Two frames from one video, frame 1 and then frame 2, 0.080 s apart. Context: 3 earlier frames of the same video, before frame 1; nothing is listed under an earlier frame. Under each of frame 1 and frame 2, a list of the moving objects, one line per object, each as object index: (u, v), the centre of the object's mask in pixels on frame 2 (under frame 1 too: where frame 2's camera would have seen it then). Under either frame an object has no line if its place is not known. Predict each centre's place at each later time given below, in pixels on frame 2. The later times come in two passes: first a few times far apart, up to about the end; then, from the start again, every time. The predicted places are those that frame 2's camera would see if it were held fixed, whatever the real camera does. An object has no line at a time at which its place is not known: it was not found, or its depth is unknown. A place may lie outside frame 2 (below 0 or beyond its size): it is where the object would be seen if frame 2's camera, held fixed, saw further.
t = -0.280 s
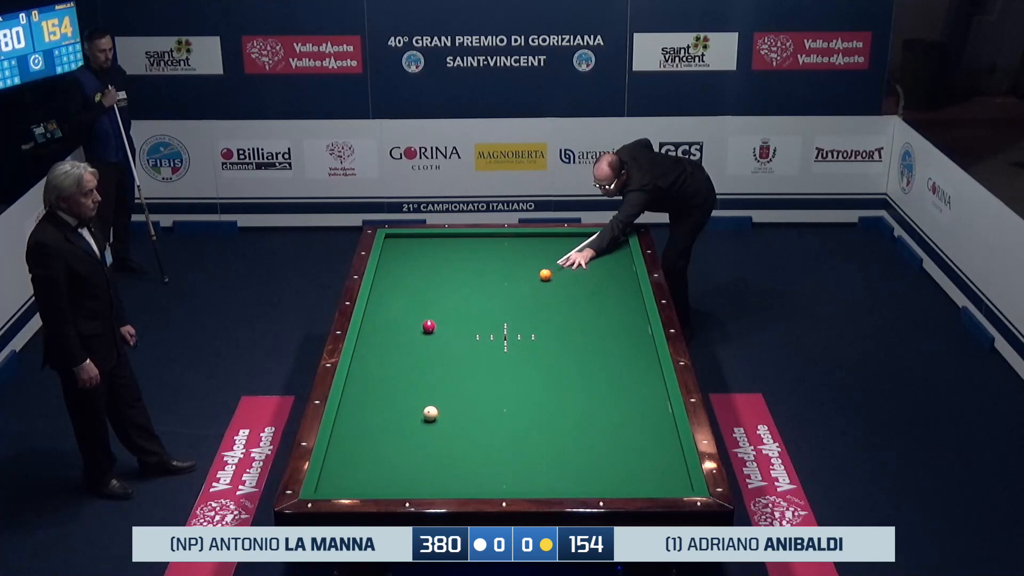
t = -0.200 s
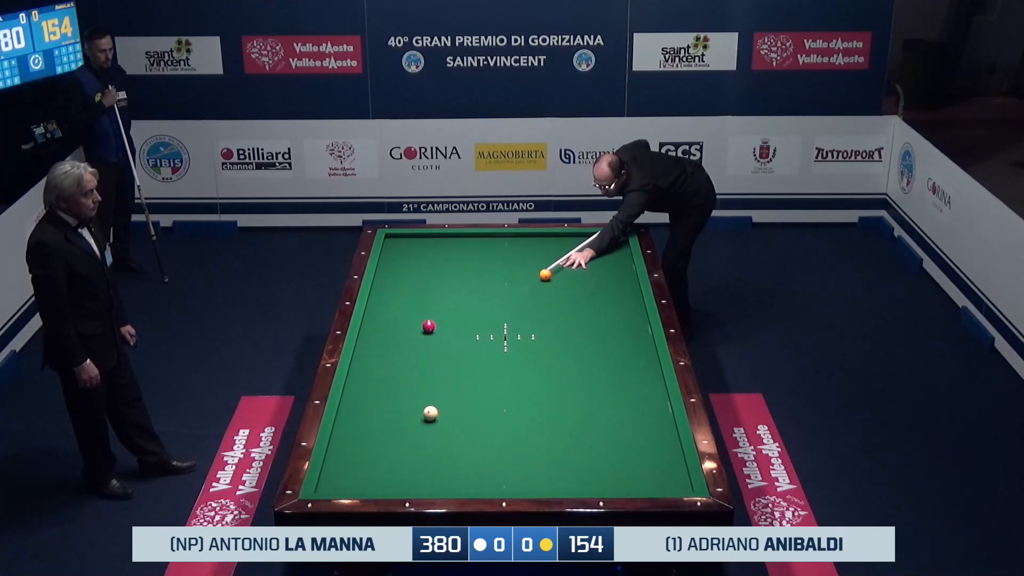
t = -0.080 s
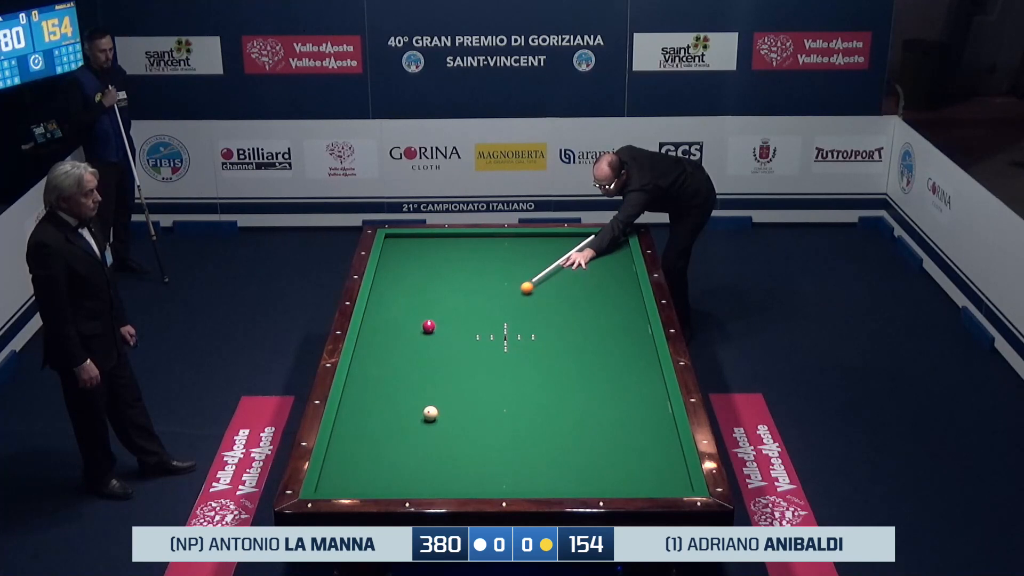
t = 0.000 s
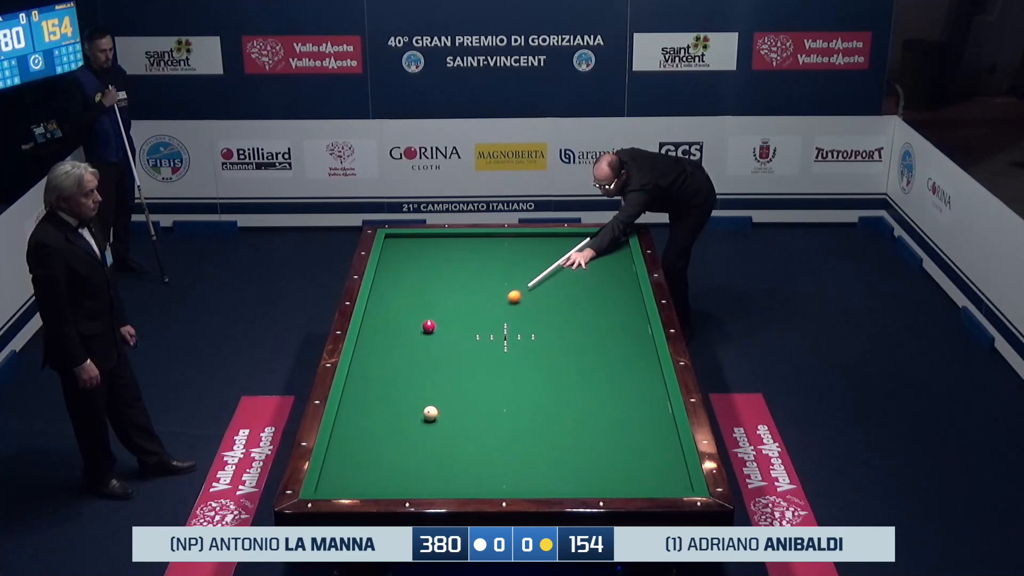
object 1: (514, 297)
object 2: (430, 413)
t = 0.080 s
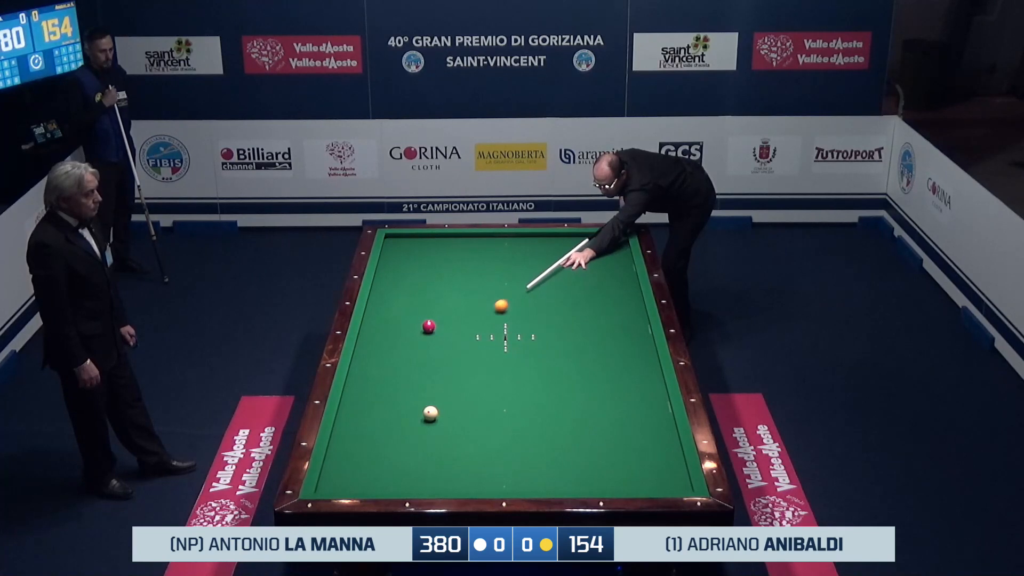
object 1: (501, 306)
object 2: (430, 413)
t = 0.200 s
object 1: (480, 321)
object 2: (430, 413)
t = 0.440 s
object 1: (436, 351)
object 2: (430, 413)
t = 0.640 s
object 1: (396, 380)
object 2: (430, 413)
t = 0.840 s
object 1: (352, 410)
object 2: (430, 413)
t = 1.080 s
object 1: (361, 445)
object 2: (430, 413)
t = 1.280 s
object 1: (374, 474)
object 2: (430, 413)
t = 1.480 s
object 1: (387, 481)
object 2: (430, 413)
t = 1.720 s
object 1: (400, 459)
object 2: (430, 413)
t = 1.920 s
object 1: (411, 443)
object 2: (430, 413)
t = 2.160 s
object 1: (422, 426)
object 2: (431, 413)
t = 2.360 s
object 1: (425, 419)
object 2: (436, 407)
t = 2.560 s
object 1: (426, 417)
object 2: (442, 399)
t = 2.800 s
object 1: (427, 413)
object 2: (449, 390)
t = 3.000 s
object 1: (428, 411)
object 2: (454, 383)
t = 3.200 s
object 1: (429, 408)
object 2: (460, 377)
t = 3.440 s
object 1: (430, 406)
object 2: (466, 369)
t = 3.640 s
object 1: (431, 404)
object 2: (471, 363)
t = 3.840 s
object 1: (432, 402)
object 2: (476, 357)
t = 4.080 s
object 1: (432, 401)
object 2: (481, 351)
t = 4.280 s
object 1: (433, 399)
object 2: (485, 346)
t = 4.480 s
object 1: (434, 398)
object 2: (489, 341)
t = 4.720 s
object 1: (434, 397)
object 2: (494, 336)
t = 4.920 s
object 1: (434, 396)
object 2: (497, 332)
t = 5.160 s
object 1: (434, 396)
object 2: (501, 327)
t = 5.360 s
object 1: (435, 396)
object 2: (504, 323)
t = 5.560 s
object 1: (434, 396)
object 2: (507, 319)
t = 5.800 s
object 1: (434, 396)
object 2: (511, 315)
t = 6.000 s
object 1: (434, 396)
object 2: (514, 312)
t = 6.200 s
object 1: (434, 396)
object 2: (516, 308)
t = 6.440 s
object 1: (434, 396)
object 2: (519, 305)
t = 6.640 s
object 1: (434, 396)
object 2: (521, 302)
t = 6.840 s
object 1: (435, 396)
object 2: (523, 300)
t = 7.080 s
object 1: (435, 396)
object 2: (526, 296)
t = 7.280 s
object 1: (434, 396)
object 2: (528, 294)
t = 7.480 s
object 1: (435, 396)
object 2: (530, 292)
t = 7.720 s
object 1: (435, 396)
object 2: (531, 289)
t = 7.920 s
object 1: (435, 396)
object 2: (533, 287)
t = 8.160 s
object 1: (435, 396)
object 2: (535, 285)
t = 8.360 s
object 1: (435, 396)
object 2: (536, 284)
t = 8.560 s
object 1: (434, 396)
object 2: (537, 282)
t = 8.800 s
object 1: (435, 396)
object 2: (538, 281)
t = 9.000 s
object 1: (435, 395)
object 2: (539, 279)
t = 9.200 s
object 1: (435, 395)
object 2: (540, 278)
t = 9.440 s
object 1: (435, 395)
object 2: (540, 277)
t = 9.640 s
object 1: (435, 396)
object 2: (541, 276)
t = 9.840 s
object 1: (435, 396)
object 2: (541, 276)
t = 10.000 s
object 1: (435, 396)
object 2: (542, 275)
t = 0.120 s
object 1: (494, 311)
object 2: (430, 413)
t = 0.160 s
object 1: (488, 316)
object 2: (430, 413)
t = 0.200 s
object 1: (480, 321)
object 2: (430, 413)
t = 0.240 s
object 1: (473, 326)
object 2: (430, 413)
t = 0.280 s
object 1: (466, 331)
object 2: (430, 413)
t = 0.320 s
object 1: (459, 336)
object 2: (430, 413)
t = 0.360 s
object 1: (452, 341)
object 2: (430, 413)
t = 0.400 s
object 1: (444, 346)
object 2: (430, 413)
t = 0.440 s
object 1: (436, 351)
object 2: (430, 413)
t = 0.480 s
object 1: (429, 357)
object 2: (430, 413)
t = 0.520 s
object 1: (421, 363)
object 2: (430, 413)
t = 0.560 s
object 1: (413, 368)
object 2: (430, 413)
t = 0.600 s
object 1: (404, 374)
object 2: (430, 413)
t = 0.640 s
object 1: (396, 380)
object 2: (430, 413)
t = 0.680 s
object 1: (387, 386)
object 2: (430, 413)
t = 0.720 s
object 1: (379, 391)
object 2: (430, 413)
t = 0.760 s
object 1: (370, 398)
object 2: (430, 413)
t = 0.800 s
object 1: (361, 404)
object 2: (430, 413)
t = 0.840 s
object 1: (352, 410)
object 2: (430, 413)
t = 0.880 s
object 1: (343, 417)
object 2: (430, 413)
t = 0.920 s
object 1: (346, 423)
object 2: (430, 413)
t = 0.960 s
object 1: (351, 428)
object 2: (430, 413)
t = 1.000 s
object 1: (355, 433)
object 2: (430, 413)
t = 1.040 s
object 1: (358, 439)
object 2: (430, 413)
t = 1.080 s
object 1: (361, 445)
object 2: (430, 413)
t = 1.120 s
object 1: (364, 450)
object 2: (430, 413)
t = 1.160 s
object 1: (366, 456)
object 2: (430, 413)
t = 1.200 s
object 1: (369, 462)
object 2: (430, 413)
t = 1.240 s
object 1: (371, 468)
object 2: (430, 413)
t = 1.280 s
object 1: (374, 474)
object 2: (430, 413)
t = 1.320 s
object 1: (377, 480)
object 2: (430, 413)
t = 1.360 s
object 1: (380, 484)
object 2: (430, 413)
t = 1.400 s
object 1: (383, 487)
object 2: (430, 413)
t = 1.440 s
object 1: (385, 484)
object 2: (430, 413)
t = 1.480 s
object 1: (387, 481)
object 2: (430, 413)
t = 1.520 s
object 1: (389, 476)
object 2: (430, 413)
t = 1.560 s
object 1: (392, 472)
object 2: (430, 413)
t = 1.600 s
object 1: (394, 469)
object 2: (430, 413)
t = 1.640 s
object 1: (396, 465)
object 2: (430, 413)
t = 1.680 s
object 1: (398, 462)
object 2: (430, 413)
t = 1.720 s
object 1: (400, 459)
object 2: (430, 413)
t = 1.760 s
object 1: (402, 455)
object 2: (430, 413)
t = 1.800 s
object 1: (404, 452)
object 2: (430, 413)
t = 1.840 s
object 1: (406, 449)
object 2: (430, 413)
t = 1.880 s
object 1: (409, 446)
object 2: (430, 413)
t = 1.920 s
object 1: (411, 443)
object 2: (430, 413)
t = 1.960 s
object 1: (412, 440)
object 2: (430, 413)
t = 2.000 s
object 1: (414, 437)
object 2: (430, 413)
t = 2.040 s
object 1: (416, 434)
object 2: (430, 413)
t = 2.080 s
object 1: (418, 431)
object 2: (430, 413)
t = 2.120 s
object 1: (420, 429)
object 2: (430, 413)
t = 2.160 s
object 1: (422, 426)
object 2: (431, 413)
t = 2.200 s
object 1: (424, 423)
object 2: (431, 412)
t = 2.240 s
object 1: (425, 421)
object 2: (432, 411)
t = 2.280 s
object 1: (425, 421)
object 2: (433, 410)
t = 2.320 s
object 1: (425, 420)
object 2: (435, 408)
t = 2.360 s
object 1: (425, 419)
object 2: (436, 407)
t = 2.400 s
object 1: (426, 419)
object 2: (437, 405)
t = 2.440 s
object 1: (426, 418)
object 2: (438, 404)
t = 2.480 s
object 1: (426, 418)
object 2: (439, 402)
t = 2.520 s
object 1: (426, 417)
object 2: (441, 401)
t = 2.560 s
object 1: (426, 417)
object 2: (442, 399)
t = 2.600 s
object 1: (427, 416)
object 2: (443, 398)
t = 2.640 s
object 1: (427, 415)
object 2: (444, 396)
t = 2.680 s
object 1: (427, 415)
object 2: (445, 395)
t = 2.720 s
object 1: (427, 414)
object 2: (447, 393)
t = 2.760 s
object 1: (427, 414)
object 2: (448, 392)
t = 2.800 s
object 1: (427, 413)
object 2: (449, 390)
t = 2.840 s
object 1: (428, 413)
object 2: (450, 389)
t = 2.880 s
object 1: (428, 412)
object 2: (451, 387)
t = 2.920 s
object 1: (428, 412)
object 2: (452, 386)
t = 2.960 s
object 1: (428, 411)
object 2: (453, 384)
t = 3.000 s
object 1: (428, 411)
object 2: (454, 383)
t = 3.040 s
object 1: (428, 410)
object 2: (456, 382)
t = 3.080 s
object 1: (429, 410)
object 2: (457, 381)
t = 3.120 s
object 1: (429, 409)
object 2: (458, 379)
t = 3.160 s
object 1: (429, 409)
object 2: (459, 378)
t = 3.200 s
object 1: (429, 408)
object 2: (460, 377)
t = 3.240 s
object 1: (429, 408)
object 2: (461, 375)
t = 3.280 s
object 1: (429, 407)
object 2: (462, 374)
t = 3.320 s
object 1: (430, 407)
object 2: (463, 373)
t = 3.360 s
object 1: (430, 407)
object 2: (464, 372)
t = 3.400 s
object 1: (430, 406)
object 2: (465, 370)
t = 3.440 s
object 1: (430, 406)
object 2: (466, 369)
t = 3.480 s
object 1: (430, 405)
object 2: (467, 368)
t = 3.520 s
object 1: (431, 405)
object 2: (468, 367)
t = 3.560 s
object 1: (431, 405)
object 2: (469, 366)
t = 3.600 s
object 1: (431, 404)
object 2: (470, 364)
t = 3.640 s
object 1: (431, 404)
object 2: (471, 363)
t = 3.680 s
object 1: (431, 404)
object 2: (472, 362)
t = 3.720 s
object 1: (431, 403)
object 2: (473, 361)
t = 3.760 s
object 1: (431, 403)
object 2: (474, 360)
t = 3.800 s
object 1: (431, 403)
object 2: (475, 359)
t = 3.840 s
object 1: (432, 402)
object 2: (476, 357)
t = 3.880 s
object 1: (432, 402)
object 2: (477, 356)
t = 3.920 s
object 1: (432, 402)
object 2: (477, 355)
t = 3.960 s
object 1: (432, 401)
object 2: (478, 354)
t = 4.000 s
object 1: (432, 401)
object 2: (479, 353)
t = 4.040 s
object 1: (432, 401)
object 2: (480, 352)
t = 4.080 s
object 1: (432, 401)
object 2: (481, 351)
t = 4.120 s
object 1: (433, 400)
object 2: (482, 350)
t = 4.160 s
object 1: (433, 400)
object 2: (483, 349)
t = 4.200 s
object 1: (433, 400)
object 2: (483, 348)
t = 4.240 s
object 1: (433, 400)
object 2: (484, 347)
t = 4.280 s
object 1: (433, 399)
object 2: (485, 346)
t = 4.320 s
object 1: (433, 399)
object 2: (486, 345)
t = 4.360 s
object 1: (433, 399)
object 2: (486, 344)
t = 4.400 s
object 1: (433, 399)
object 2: (487, 343)
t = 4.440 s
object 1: (433, 399)
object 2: (488, 342)
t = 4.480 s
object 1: (434, 398)
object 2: (489, 341)
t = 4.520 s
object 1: (434, 398)
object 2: (490, 340)
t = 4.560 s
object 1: (434, 398)
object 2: (491, 339)
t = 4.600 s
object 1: (434, 398)
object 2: (491, 338)
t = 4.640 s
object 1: (434, 398)
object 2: (492, 338)
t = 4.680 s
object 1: (434, 397)
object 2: (493, 337)
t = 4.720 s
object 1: (434, 397)
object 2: (494, 336)
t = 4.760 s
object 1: (434, 397)
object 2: (494, 335)
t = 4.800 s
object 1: (434, 397)
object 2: (495, 334)
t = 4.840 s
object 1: (434, 397)
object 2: (496, 333)
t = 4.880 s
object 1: (434, 397)
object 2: (496, 332)
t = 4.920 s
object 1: (434, 396)
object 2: (497, 332)
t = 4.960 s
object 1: (434, 397)
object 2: (497, 330)
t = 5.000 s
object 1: (434, 396)
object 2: (498, 330)
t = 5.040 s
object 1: (434, 396)
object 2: (499, 329)
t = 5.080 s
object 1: (434, 396)
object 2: (500, 328)
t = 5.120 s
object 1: (434, 396)
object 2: (500, 327)
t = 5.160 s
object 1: (434, 396)
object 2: (501, 327)
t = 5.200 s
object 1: (435, 396)
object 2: (502, 326)
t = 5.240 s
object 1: (435, 396)
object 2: (502, 325)
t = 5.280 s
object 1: (435, 396)
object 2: (503, 324)
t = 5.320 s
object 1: (435, 396)
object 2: (504, 323)
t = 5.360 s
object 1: (435, 396)
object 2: (504, 323)
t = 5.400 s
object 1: (434, 396)
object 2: (505, 322)
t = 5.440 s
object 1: (434, 396)
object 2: (506, 321)
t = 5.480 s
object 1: (435, 396)
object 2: (506, 320)
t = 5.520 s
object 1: (434, 396)
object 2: (507, 320)
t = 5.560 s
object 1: (434, 396)
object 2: (507, 319)
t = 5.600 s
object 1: (434, 396)
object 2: (508, 318)
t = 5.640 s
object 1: (435, 396)
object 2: (509, 318)
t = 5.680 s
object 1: (434, 396)
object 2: (509, 317)
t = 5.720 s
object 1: (434, 396)
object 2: (510, 316)
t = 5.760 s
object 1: (434, 396)
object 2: (510, 315)
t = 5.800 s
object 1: (434, 396)
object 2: (511, 315)
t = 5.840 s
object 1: (434, 396)
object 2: (511, 314)
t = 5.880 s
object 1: (434, 396)
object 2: (512, 314)
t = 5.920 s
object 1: (434, 396)
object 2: (512, 313)
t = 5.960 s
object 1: (434, 396)
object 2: (513, 312)
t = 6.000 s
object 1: (434, 396)
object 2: (514, 312)
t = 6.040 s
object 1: (434, 396)
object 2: (514, 311)
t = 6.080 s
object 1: (435, 396)
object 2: (515, 310)
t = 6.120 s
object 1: (434, 396)
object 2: (515, 310)
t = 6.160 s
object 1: (435, 396)
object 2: (516, 309)
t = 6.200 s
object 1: (434, 396)
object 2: (516, 308)
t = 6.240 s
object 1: (435, 396)
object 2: (517, 308)
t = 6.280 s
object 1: (434, 396)
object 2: (517, 307)
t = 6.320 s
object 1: (434, 396)
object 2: (518, 307)
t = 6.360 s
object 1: (434, 396)
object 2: (518, 306)
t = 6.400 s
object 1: (434, 396)
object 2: (518, 306)
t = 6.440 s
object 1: (434, 396)
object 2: (519, 305)
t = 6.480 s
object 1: (434, 396)
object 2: (519, 304)
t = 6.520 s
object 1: (435, 396)
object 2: (520, 304)
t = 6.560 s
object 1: (435, 396)
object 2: (520, 303)
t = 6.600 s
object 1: (434, 396)
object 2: (521, 303)
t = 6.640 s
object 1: (434, 396)
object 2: (521, 302)
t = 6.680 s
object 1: (435, 396)
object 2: (522, 302)
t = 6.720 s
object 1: (435, 396)
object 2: (522, 301)
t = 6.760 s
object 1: (435, 396)
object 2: (523, 301)
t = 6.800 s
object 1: (435, 396)
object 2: (523, 300)
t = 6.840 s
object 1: (435, 396)
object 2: (523, 300)
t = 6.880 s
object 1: (434, 395)
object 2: (524, 299)
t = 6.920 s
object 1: (435, 396)
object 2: (524, 299)
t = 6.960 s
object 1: (435, 396)
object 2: (525, 298)
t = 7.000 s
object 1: (435, 396)
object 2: (525, 297)
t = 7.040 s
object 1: (435, 396)
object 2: (526, 297)
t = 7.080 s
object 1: (435, 396)
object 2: (526, 296)
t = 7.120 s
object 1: (434, 396)
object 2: (526, 296)
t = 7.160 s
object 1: (434, 396)
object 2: (527, 296)
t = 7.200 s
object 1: (435, 396)
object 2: (527, 295)
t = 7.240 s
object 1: (434, 396)
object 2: (528, 295)
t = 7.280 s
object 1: (434, 396)
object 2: (528, 294)
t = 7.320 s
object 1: (435, 396)
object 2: (528, 294)
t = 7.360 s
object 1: (435, 396)
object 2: (529, 293)
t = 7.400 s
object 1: (435, 396)
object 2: (529, 293)
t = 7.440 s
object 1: (435, 396)
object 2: (529, 292)
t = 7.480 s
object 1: (435, 396)
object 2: (530, 292)
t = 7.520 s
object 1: (435, 396)
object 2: (530, 291)
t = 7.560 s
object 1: (435, 396)
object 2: (530, 291)
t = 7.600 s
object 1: (435, 396)
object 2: (531, 291)
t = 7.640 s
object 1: (435, 396)
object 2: (531, 290)
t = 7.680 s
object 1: (435, 395)
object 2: (531, 290)
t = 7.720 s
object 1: (435, 396)
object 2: (531, 289)
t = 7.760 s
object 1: (435, 396)
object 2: (532, 289)
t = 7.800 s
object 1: (435, 396)
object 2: (532, 289)
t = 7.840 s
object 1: (435, 396)
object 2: (532, 288)
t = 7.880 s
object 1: (435, 396)
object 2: (533, 288)
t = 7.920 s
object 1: (435, 396)
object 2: (533, 287)
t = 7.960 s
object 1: (434, 396)
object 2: (533, 287)
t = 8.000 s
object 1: (435, 396)
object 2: (533, 287)
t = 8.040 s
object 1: (434, 396)
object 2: (534, 286)
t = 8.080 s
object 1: (434, 396)
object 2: (534, 286)
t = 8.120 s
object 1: (435, 396)
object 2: (534, 286)
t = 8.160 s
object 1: (435, 396)
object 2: (535, 285)
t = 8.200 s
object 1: (435, 396)
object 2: (535, 285)
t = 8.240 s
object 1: (435, 396)
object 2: (535, 285)
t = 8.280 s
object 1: (435, 396)
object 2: (535, 284)
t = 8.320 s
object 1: (435, 396)
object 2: (535, 284)
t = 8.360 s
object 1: (435, 396)
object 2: (536, 284)
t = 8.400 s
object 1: (434, 396)
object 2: (536, 283)
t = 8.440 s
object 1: (434, 396)
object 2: (536, 283)
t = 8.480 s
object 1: (434, 396)
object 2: (536, 283)
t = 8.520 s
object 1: (434, 396)
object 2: (537, 283)
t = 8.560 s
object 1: (434, 396)
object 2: (537, 282)
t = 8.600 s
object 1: (435, 396)
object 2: (537, 282)
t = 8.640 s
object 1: (435, 395)
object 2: (537, 282)
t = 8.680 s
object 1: (435, 395)
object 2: (538, 281)
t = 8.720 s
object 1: (435, 396)
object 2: (538, 281)
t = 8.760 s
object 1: (435, 395)
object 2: (538, 281)
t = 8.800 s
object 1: (435, 396)
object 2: (538, 281)
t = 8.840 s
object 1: (434, 395)
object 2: (538, 280)
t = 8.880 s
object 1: (434, 395)
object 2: (539, 280)
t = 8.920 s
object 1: (435, 395)
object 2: (539, 280)
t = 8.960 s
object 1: (435, 395)
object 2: (539, 280)
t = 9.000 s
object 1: (435, 395)
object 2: (539, 279)
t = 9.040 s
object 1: (435, 395)
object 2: (539, 279)
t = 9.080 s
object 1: (435, 395)
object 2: (539, 279)
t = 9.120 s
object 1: (435, 395)
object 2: (539, 279)
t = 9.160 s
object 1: (435, 395)
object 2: (540, 279)
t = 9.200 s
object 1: (435, 395)
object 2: (540, 278)
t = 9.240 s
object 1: (435, 395)
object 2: (540, 278)
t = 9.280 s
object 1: (435, 395)
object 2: (540, 278)
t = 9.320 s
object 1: (435, 395)
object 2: (540, 278)
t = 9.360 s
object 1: (435, 395)
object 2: (540, 278)
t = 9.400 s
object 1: (435, 395)
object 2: (540, 277)
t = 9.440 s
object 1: (435, 395)
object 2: (540, 277)
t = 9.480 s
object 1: (435, 395)
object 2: (541, 277)
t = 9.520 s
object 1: (435, 395)
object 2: (541, 277)
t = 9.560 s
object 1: (435, 395)
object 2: (541, 277)
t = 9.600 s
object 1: (435, 395)
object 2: (541, 277)
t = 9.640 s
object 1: (435, 396)
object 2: (541, 276)
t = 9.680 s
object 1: (435, 396)
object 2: (541, 276)
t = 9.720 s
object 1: (435, 396)
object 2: (541, 276)
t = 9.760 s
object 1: (435, 396)
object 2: (541, 276)
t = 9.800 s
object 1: (435, 396)
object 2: (541, 276)
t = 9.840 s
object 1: (435, 396)
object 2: (541, 276)
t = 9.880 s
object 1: (435, 396)
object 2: (541, 276)
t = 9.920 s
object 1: (435, 396)
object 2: (542, 275)
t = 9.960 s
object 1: (435, 396)
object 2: (542, 275)
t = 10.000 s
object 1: (435, 396)
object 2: (542, 275)
